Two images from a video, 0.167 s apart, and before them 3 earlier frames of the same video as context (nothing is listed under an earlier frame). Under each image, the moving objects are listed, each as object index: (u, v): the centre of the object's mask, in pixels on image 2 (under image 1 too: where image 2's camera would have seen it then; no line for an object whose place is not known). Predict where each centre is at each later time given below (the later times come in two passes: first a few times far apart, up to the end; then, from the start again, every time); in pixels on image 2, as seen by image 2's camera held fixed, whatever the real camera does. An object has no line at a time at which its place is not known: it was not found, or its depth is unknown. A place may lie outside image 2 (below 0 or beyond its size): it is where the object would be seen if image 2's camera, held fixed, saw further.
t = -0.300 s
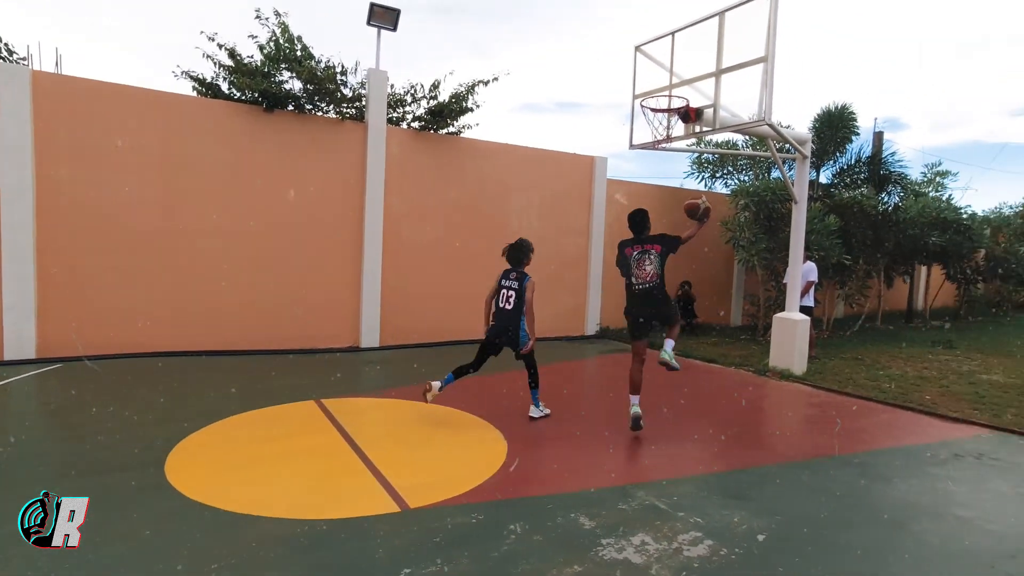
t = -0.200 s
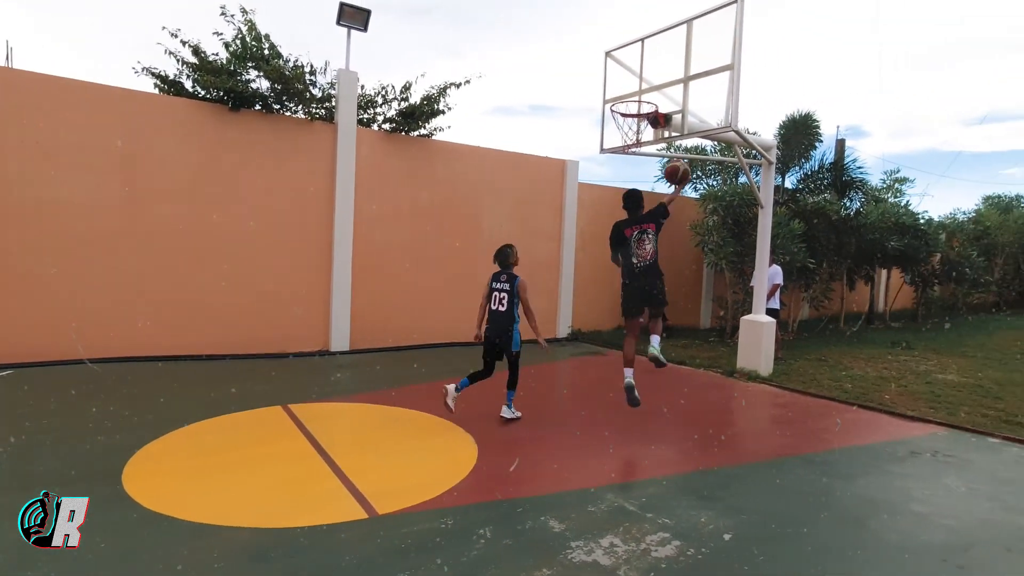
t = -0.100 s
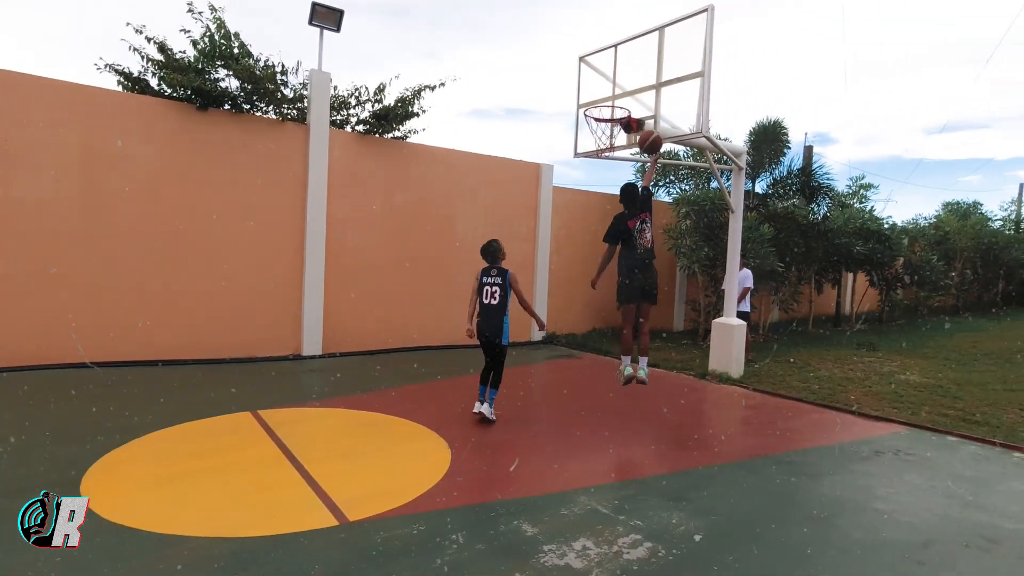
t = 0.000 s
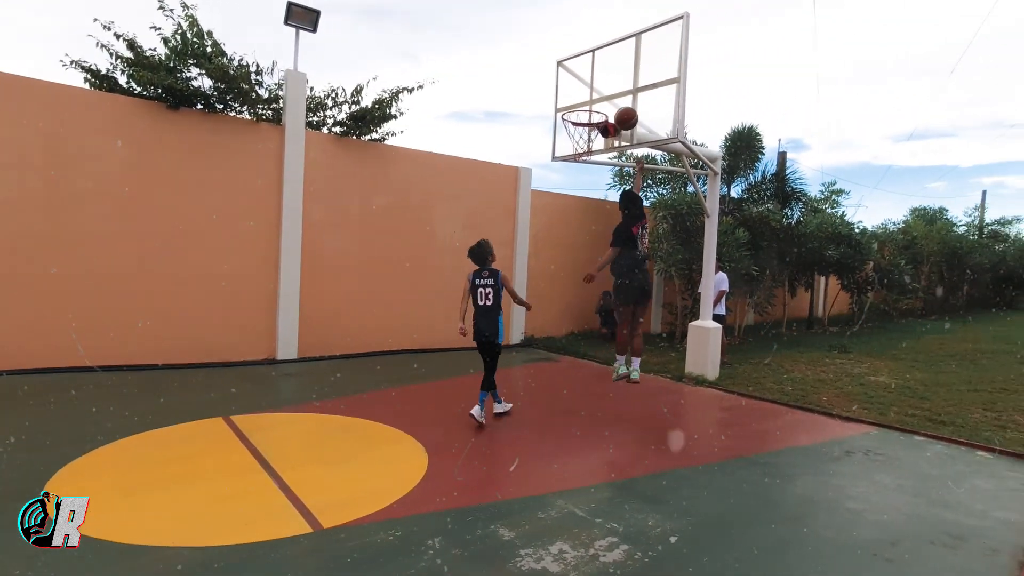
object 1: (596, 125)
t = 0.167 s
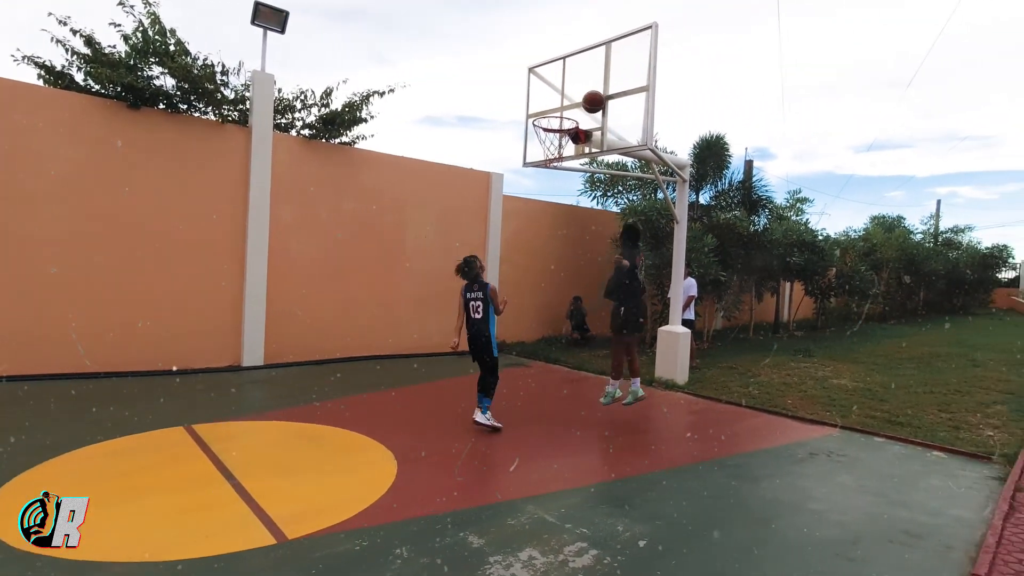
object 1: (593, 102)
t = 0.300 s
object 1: (579, 96)
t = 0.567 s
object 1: (548, 133)
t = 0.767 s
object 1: (536, 172)
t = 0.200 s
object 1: (590, 99)
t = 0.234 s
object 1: (586, 97)
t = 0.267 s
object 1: (583, 96)
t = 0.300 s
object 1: (579, 96)
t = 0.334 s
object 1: (575, 97)
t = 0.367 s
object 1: (572, 99)
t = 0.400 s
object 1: (568, 102)
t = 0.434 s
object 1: (564, 106)
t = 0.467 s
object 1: (560, 111)
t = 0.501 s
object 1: (556, 118)
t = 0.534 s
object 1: (552, 125)
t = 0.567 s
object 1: (548, 133)
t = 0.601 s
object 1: (544, 142)
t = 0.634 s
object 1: (541, 149)
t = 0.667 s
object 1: (540, 153)
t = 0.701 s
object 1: (539, 158)
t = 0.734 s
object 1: (537, 165)
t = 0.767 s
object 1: (536, 172)
